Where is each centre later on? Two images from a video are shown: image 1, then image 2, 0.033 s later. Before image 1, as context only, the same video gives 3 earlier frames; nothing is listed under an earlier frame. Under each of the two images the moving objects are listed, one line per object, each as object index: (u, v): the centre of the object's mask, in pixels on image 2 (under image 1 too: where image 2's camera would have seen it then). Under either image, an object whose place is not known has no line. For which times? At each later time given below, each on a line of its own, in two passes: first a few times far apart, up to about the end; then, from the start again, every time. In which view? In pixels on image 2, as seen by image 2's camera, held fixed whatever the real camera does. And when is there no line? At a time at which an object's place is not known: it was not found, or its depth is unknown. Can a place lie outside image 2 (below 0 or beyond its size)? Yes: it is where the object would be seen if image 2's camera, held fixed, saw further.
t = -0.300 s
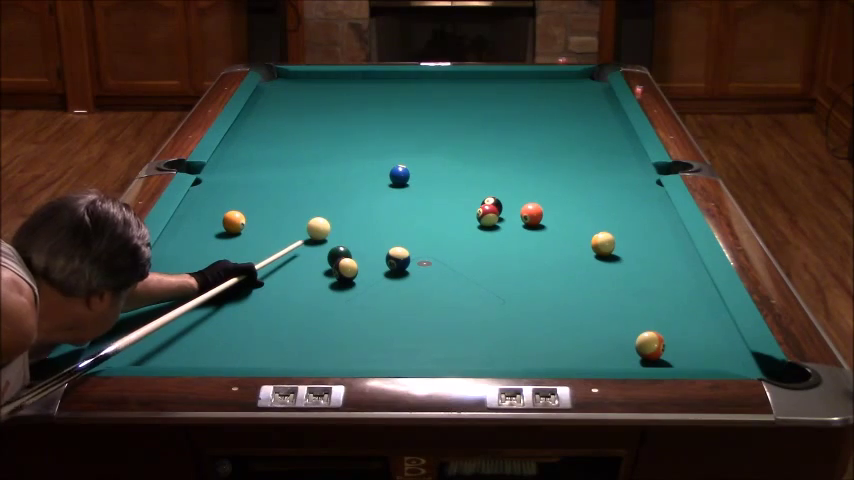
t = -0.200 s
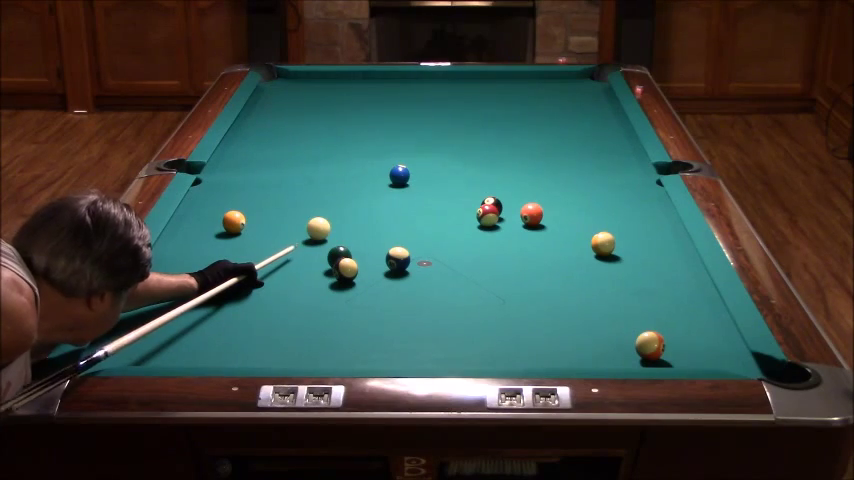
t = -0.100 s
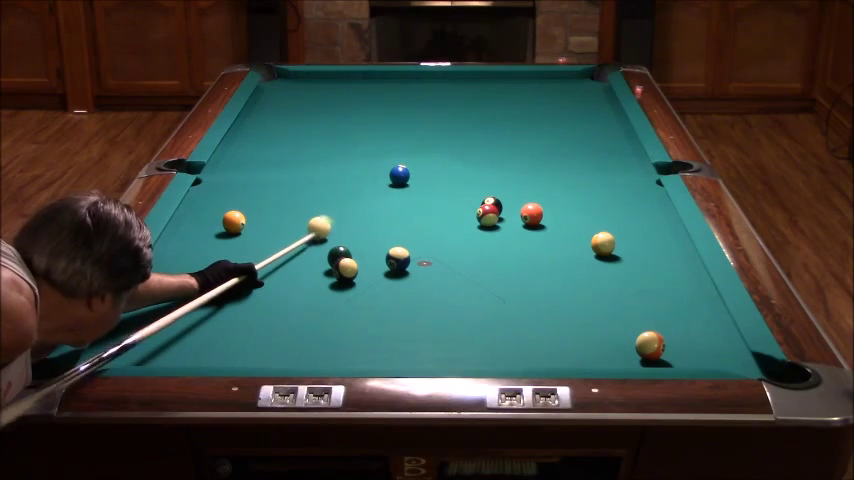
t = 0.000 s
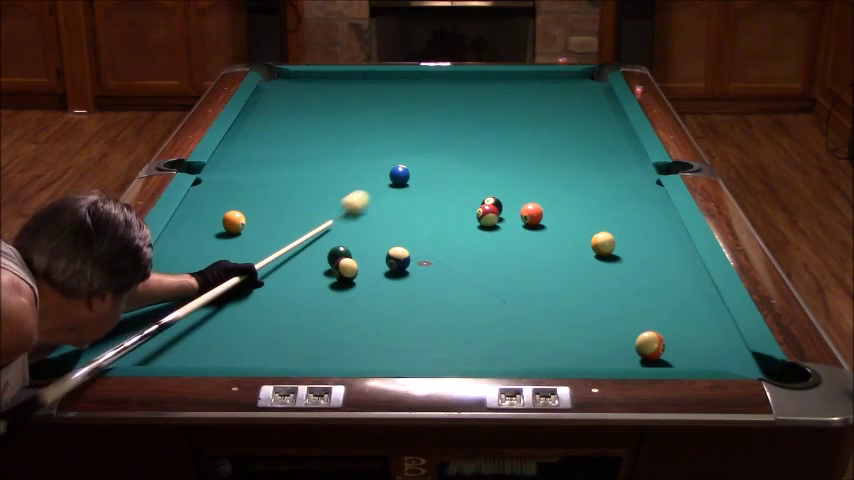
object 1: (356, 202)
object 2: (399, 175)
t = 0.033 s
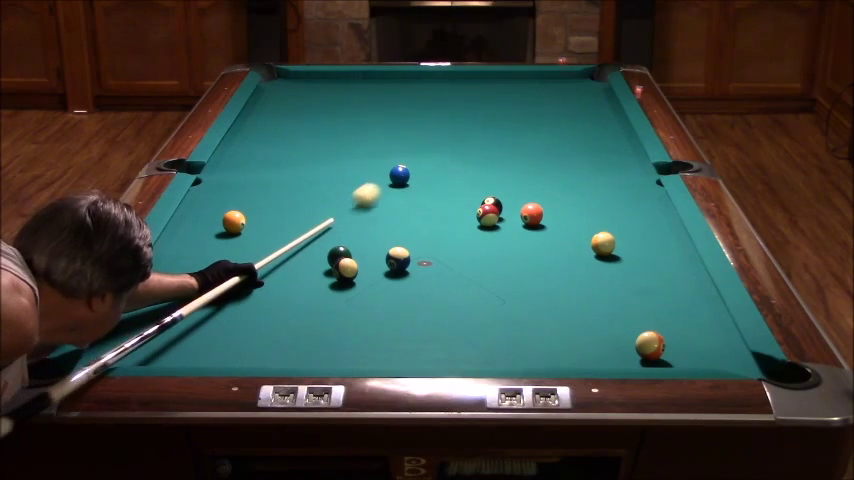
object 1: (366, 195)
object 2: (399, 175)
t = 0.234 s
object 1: (382, 178)
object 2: (437, 158)
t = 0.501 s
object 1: (368, 176)
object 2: (493, 131)
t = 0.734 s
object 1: (359, 174)
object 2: (531, 110)
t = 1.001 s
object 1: (349, 172)
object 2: (571, 91)
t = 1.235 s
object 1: (342, 171)
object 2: (600, 76)
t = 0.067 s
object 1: (376, 187)
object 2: (399, 175)
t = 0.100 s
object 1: (385, 181)
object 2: (402, 174)
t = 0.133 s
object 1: (387, 180)
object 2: (406, 171)
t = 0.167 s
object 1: (385, 179)
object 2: (417, 167)
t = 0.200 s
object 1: (383, 179)
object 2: (427, 162)
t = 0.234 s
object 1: (382, 178)
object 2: (437, 158)
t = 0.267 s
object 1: (380, 178)
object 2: (444, 153)
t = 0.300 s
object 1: (378, 178)
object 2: (451, 149)
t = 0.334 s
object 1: (376, 178)
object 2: (459, 146)
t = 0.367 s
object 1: (374, 177)
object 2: (467, 142)
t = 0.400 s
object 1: (373, 177)
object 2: (473, 139)
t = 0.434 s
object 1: (371, 177)
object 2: (480, 136)
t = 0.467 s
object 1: (370, 176)
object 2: (485, 133)
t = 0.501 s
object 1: (368, 176)
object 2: (493, 131)
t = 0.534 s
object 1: (367, 176)
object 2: (498, 126)
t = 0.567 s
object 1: (365, 175)
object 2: (504, 125)
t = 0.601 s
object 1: (364, 175)
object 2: (509, 121)
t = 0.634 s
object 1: (363, 175)
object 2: (515, 119)
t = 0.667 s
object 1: (361, 175)
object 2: (521, 115)
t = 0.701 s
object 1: (360, 174)
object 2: (526, 113)
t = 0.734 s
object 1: (359, 174)
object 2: (531, 110)
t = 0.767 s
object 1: (357, 174)
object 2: (536, 108)
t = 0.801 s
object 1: (356, 174)
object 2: (543, 106)
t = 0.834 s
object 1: (355, 173)
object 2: (547, 103)
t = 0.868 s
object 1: (354, 173)
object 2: (553, 102)
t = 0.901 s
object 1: (352, 173)
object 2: (556, 98)
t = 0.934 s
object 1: (351, 173)
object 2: (562, 96)
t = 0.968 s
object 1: (350, 173)
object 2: (567, 93)
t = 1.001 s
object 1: (349, 172)
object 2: (571, 91)
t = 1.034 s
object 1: (348, 172)
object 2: (576, 89)
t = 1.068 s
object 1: (347, 172)
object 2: (580, 86)
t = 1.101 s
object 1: (346, 172)
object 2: (584, 85)
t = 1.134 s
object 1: (345, 172)
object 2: (588, 82)
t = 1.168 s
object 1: (344, 171)
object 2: (593, 81)
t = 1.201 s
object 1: (343, 171)
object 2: (596, 78)
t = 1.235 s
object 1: (342, 171)
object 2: (600, 76)
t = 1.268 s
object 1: (341, 171)
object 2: (603, 74)
